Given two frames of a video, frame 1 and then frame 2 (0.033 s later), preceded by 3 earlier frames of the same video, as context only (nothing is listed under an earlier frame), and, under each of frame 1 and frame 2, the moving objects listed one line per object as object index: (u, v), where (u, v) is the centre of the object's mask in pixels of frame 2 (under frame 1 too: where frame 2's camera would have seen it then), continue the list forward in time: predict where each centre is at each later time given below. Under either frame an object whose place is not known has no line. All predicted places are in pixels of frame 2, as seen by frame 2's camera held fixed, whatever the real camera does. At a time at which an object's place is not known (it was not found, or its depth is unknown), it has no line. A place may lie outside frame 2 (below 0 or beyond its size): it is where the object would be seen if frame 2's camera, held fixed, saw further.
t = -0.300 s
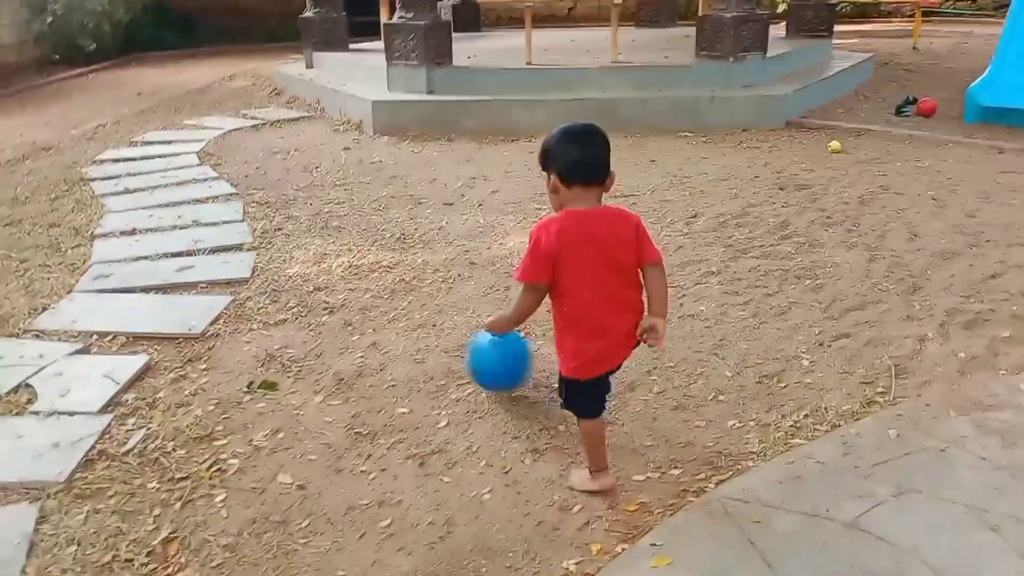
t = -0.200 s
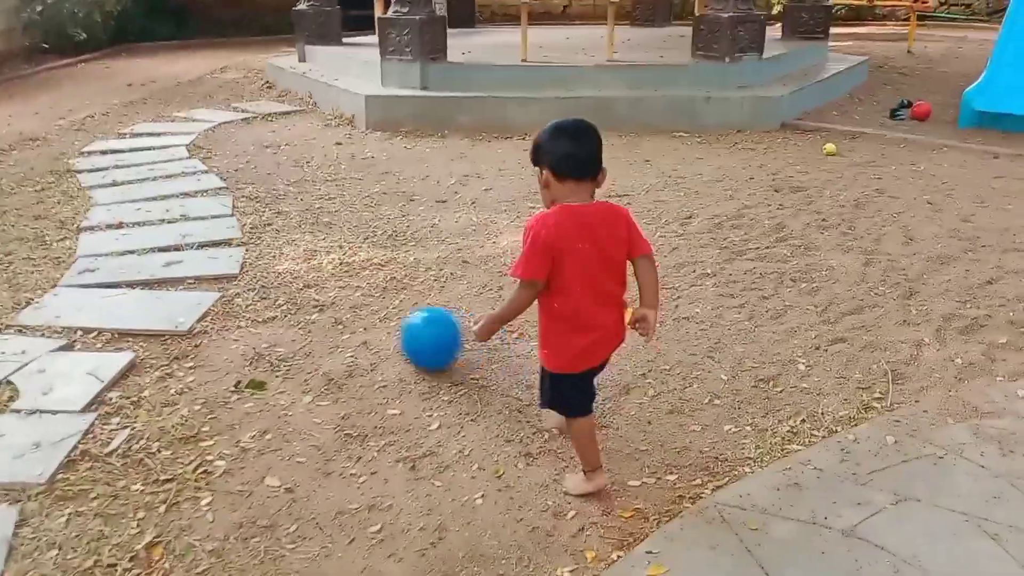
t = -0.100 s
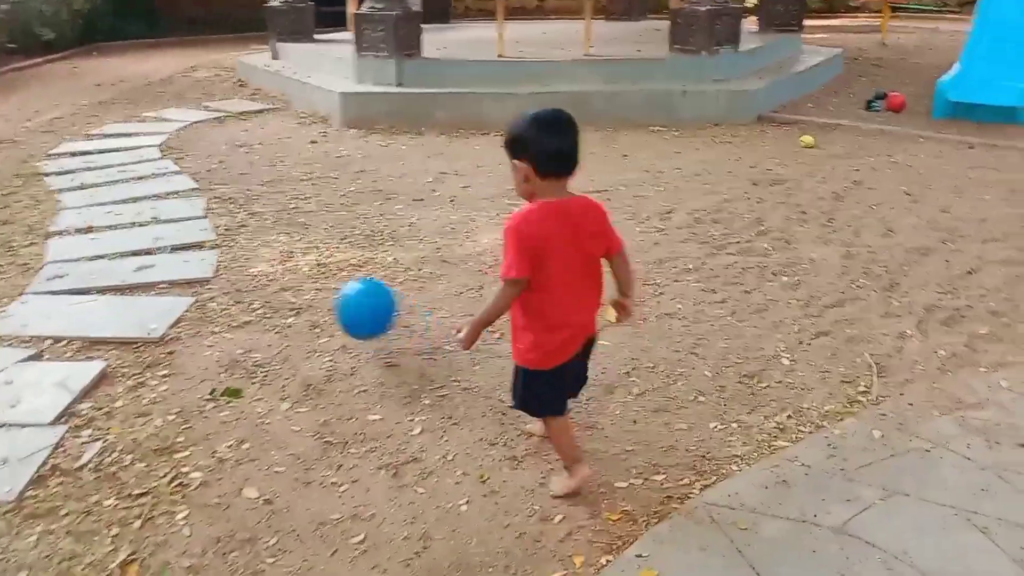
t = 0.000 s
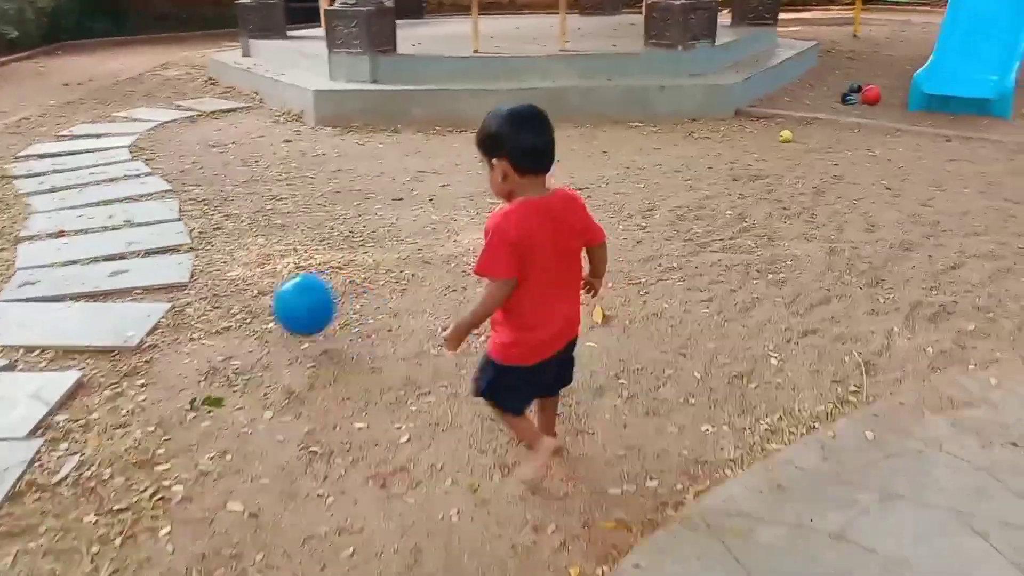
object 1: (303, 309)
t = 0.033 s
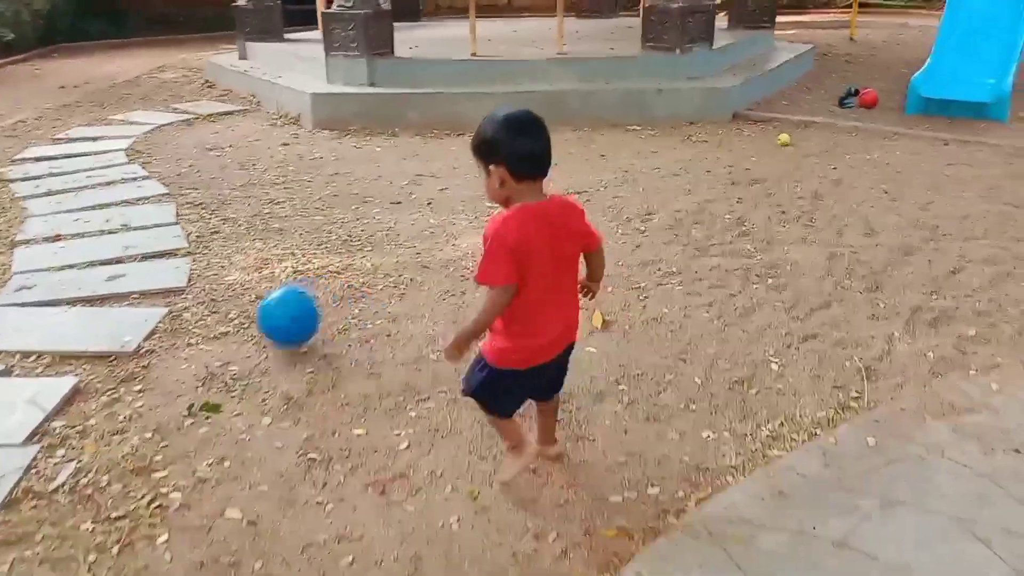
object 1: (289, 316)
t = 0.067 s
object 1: (275, 321)
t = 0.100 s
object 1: (260, 307)
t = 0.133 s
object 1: (246, 296)
